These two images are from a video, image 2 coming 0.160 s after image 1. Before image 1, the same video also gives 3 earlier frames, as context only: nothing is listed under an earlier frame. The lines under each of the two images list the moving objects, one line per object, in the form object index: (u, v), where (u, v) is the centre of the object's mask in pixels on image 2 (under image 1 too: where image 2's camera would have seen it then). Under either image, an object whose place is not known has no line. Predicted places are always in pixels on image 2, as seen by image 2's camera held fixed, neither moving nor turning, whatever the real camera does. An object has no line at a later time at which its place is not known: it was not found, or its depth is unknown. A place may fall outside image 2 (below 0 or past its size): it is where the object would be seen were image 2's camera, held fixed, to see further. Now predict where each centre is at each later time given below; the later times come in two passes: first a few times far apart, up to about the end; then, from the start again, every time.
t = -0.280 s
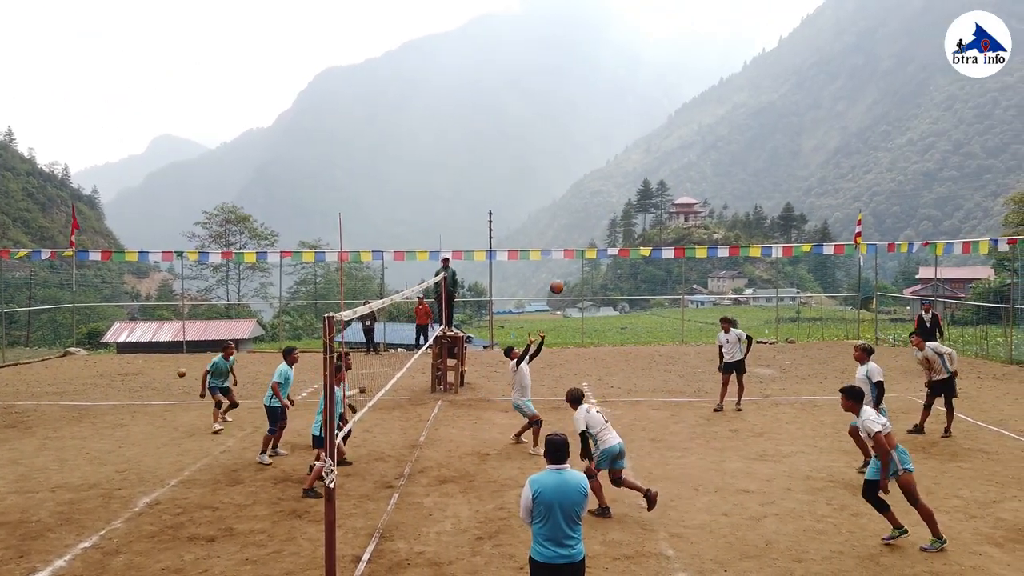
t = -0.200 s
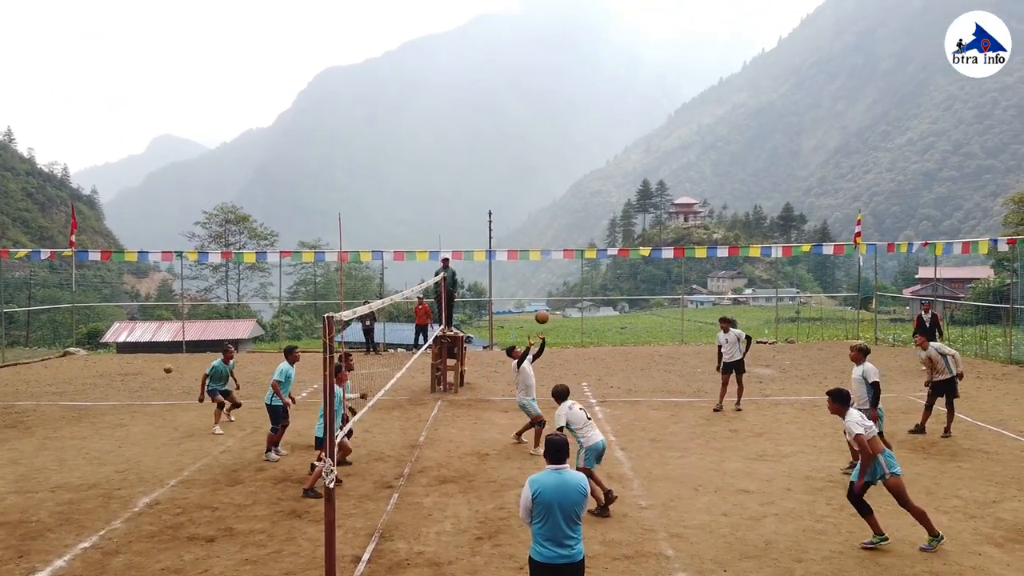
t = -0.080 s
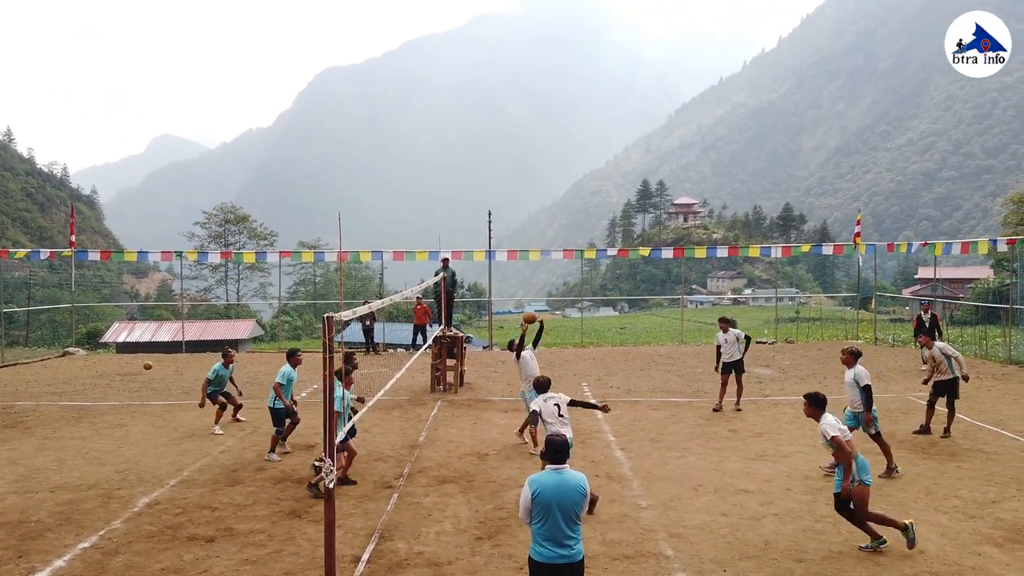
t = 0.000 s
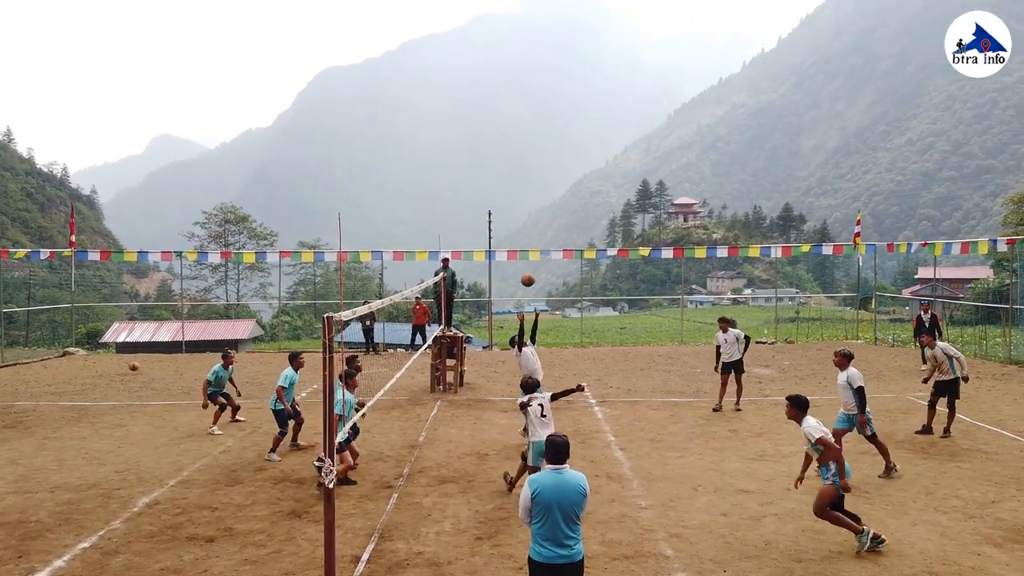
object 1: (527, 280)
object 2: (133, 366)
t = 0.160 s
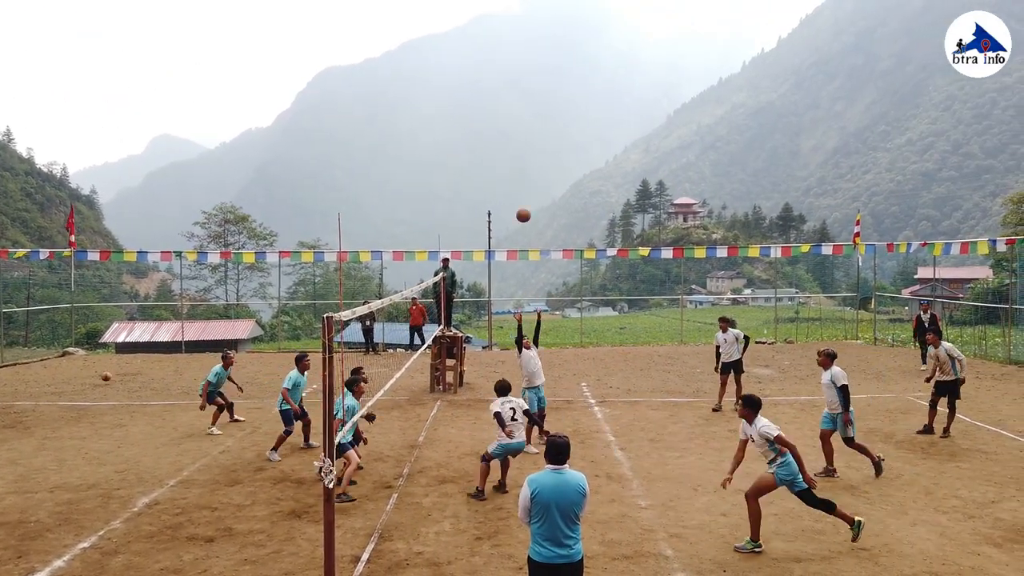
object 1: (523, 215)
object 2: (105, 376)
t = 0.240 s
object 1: (520, 188)
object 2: (92, 378)
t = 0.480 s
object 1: (513, 131)
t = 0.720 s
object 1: (504, 115)
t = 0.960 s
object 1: (496, 148)
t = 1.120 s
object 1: (489, 201)
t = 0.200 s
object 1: (522, 201)
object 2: (98, 381)
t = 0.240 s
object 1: (520, 188)
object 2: (92, 378)
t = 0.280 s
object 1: (519, 176)
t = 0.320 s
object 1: (518, 165)
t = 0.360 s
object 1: (517, 155)
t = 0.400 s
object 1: (516, 146)
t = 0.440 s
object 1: (514, 139)
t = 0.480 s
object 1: (513, 131)
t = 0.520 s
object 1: (511, 126)
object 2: (44, 373)
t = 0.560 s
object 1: (510, 121)
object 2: (38, 376)
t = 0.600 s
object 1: (509, 118)
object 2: (31, 379)
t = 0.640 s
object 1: (507, 116)
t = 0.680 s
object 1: (506, 115)
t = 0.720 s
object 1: (504, 115)
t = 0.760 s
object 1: (503, 117)
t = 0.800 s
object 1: (502, 120)
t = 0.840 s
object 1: (500, 125)
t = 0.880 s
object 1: (499, 131)
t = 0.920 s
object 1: (497, 139)
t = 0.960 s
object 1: (496, 148)
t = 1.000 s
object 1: (494, 159)
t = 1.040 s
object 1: (492, 171)
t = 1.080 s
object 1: (491, 185)
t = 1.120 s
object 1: (489, 201)
